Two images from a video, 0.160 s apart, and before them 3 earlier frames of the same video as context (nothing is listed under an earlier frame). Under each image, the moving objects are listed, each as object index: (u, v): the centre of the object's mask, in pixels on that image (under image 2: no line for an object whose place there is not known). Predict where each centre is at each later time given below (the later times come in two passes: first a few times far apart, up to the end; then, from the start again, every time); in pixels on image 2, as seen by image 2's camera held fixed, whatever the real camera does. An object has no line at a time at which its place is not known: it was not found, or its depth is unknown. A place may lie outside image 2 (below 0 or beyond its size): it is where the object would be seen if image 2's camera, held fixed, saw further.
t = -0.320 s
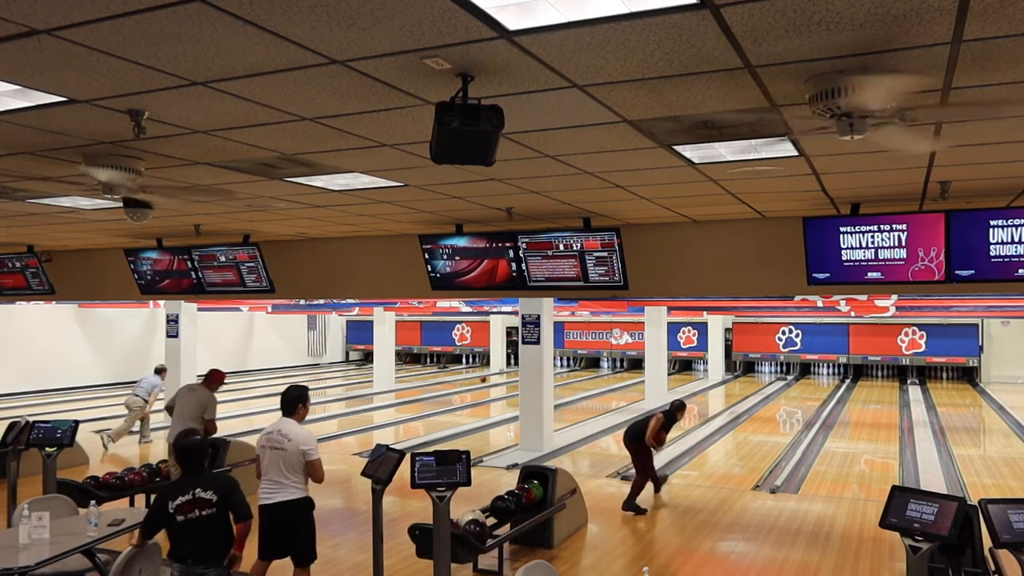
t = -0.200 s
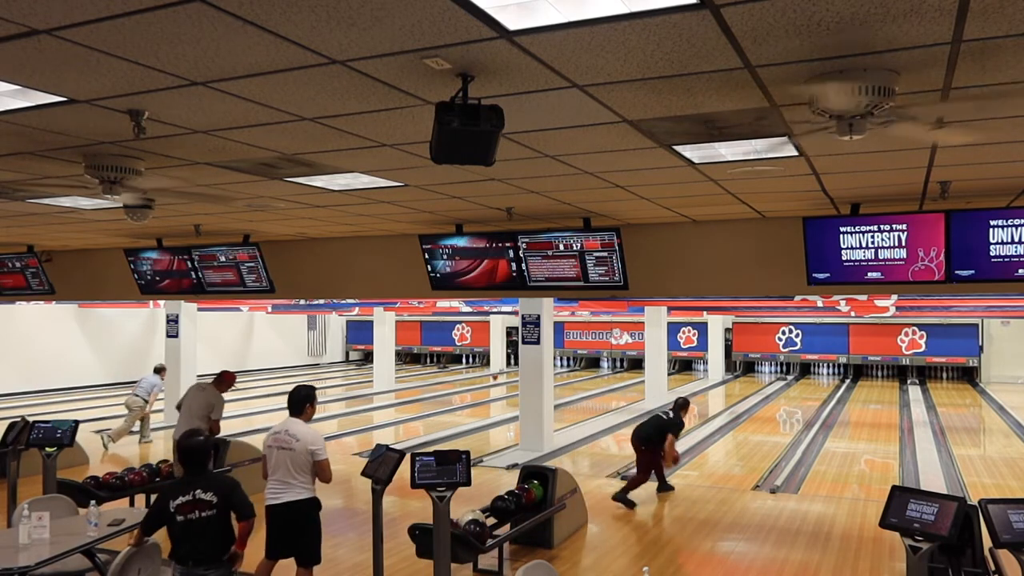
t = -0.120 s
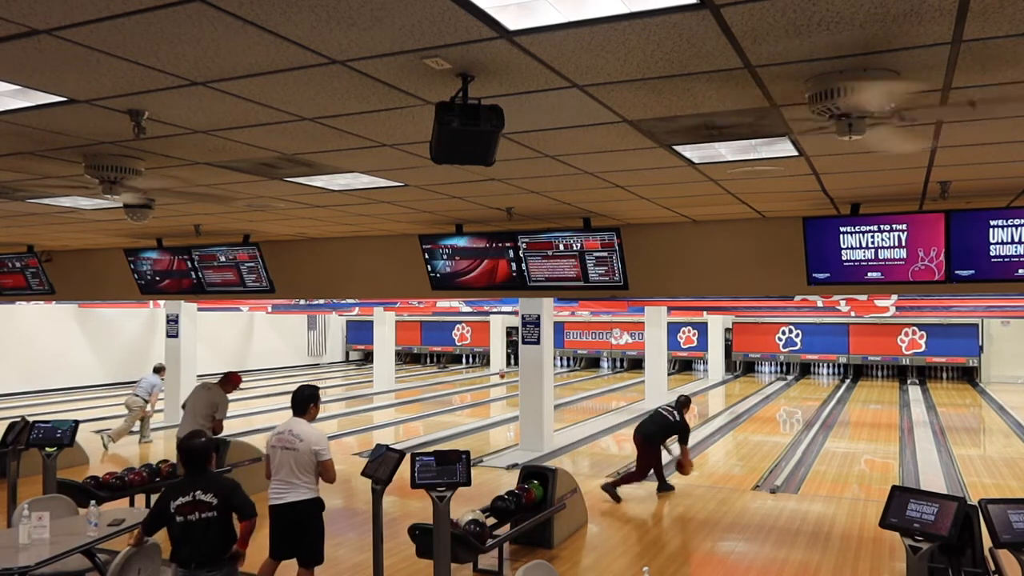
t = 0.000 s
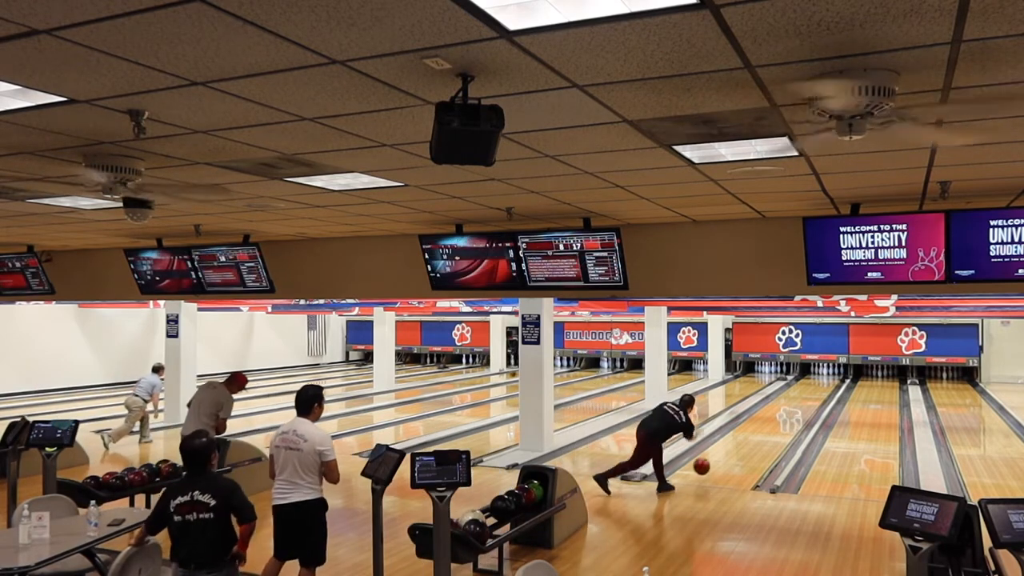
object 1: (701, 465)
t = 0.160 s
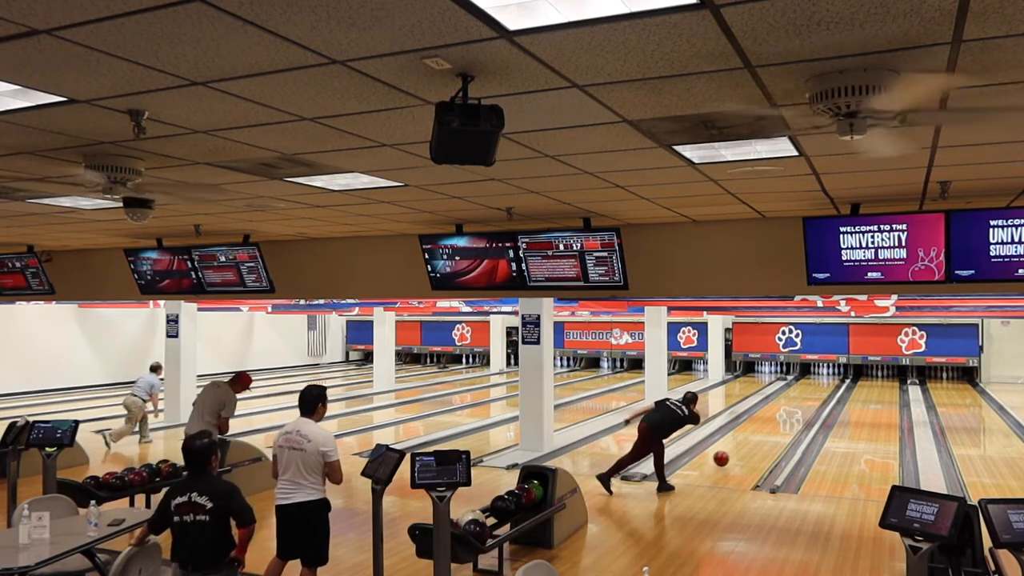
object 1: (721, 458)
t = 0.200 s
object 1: (725, 457)
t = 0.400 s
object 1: (744, 444)
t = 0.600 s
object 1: (761, 433)
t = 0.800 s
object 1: (774, 424)
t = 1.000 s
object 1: (786, 416)
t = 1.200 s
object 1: (795, 409)
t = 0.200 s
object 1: (725, 457)
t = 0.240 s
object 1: (729, 454)
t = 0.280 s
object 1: (734, 451)
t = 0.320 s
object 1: (738, 449)
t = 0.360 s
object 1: (741, 447)
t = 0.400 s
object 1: (744, 444)
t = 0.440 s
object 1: (748, 442)
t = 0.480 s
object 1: (751, 440)
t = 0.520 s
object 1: (754, 438)
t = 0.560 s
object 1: (757, 436)
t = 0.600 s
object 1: (761, 433)
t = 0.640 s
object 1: (764, 431)
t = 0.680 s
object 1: (766, 430)
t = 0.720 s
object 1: (769, 428)
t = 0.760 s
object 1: (771, 426)
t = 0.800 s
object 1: (774, 424)
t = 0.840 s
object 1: (777, 422)
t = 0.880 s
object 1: (779, 421)
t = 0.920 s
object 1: (781, 420)
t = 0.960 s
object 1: (784, 418)
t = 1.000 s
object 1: (786, 416)
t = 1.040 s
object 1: (788, 415)
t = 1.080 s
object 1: (790, 413)
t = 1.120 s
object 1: (792, 412)
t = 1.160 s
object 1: (794, 411)
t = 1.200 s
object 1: (795, 409)
